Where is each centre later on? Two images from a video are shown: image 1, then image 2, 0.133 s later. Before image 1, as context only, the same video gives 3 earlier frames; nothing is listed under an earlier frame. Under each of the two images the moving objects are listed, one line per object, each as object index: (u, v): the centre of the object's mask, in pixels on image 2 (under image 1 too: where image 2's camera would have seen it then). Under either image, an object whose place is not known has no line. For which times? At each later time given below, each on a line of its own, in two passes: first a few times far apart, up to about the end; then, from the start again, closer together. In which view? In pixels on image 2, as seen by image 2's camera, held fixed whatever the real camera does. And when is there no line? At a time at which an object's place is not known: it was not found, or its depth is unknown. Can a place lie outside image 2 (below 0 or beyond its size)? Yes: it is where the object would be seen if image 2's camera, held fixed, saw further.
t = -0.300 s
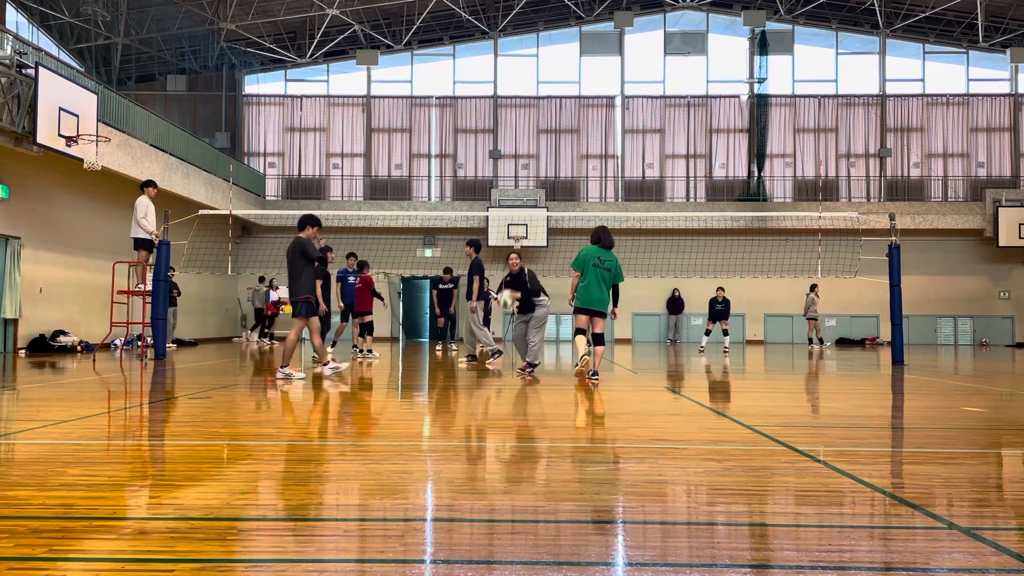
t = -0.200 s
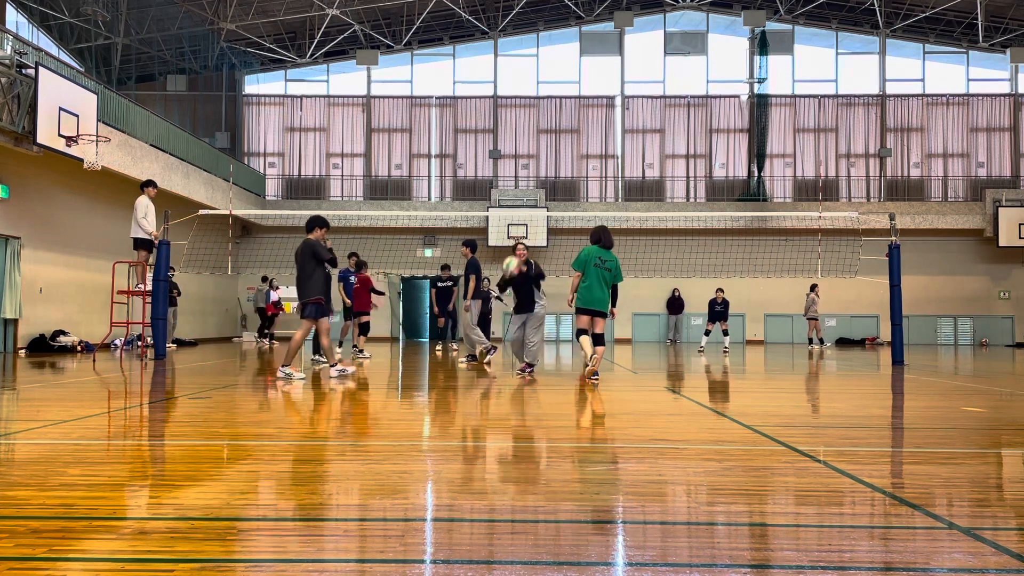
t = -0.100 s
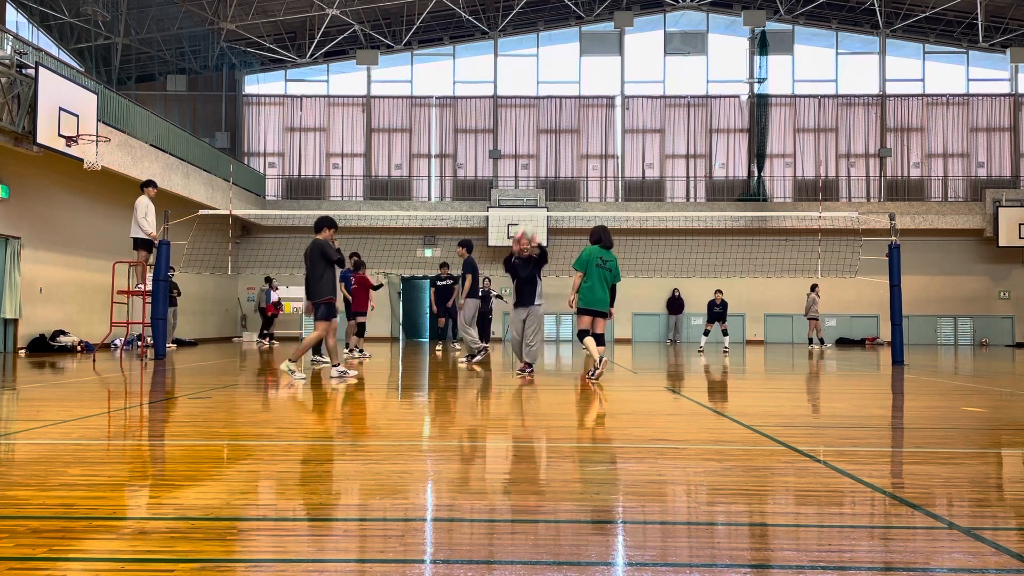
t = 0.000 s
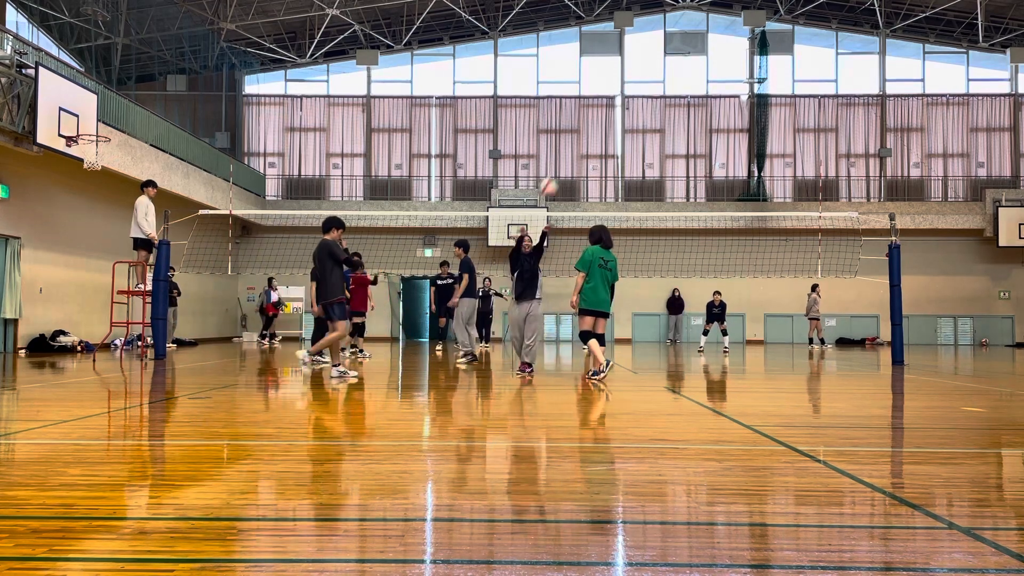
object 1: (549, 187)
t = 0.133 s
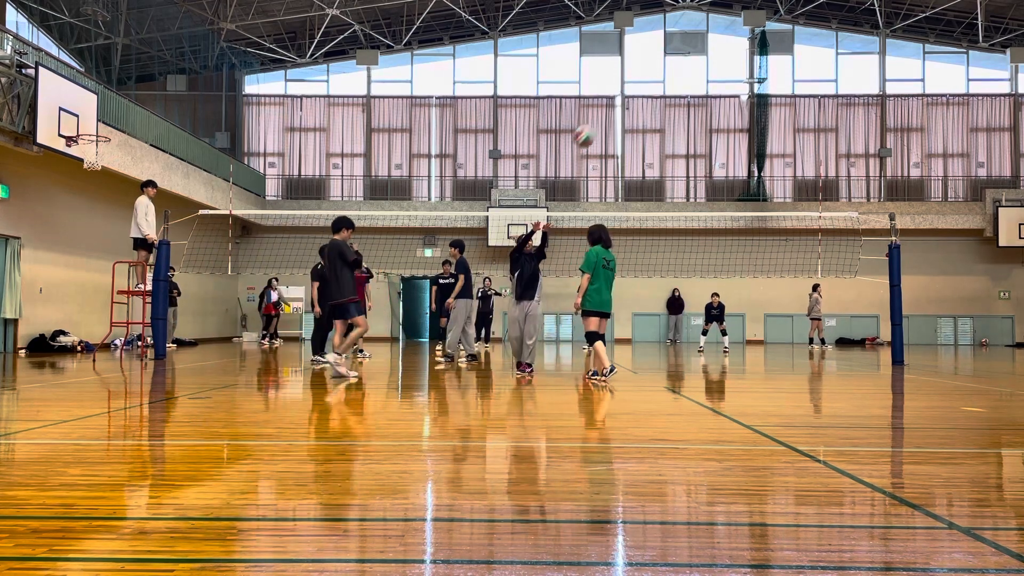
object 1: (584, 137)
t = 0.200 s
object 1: (604, 114)
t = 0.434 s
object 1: (685, 69)
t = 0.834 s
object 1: (897, 146)
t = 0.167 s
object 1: (594, 126)
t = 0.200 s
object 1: (604, 114)
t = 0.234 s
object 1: (614, 104)
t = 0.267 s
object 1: (624, 98)
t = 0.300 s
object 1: (635, 90)
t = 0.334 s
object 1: (647, 83)
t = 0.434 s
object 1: (685, 69)
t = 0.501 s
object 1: (713, 66)
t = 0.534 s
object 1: (727, 67)
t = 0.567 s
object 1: (743, 69)
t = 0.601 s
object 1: (759, 72)
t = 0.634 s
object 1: (776, 77)
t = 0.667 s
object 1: (795, 83)
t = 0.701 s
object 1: (813, 92)
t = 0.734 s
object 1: (833, 104)
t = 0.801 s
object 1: (875, 129)
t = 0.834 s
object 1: (897, 146)
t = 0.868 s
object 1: (922, 168)
